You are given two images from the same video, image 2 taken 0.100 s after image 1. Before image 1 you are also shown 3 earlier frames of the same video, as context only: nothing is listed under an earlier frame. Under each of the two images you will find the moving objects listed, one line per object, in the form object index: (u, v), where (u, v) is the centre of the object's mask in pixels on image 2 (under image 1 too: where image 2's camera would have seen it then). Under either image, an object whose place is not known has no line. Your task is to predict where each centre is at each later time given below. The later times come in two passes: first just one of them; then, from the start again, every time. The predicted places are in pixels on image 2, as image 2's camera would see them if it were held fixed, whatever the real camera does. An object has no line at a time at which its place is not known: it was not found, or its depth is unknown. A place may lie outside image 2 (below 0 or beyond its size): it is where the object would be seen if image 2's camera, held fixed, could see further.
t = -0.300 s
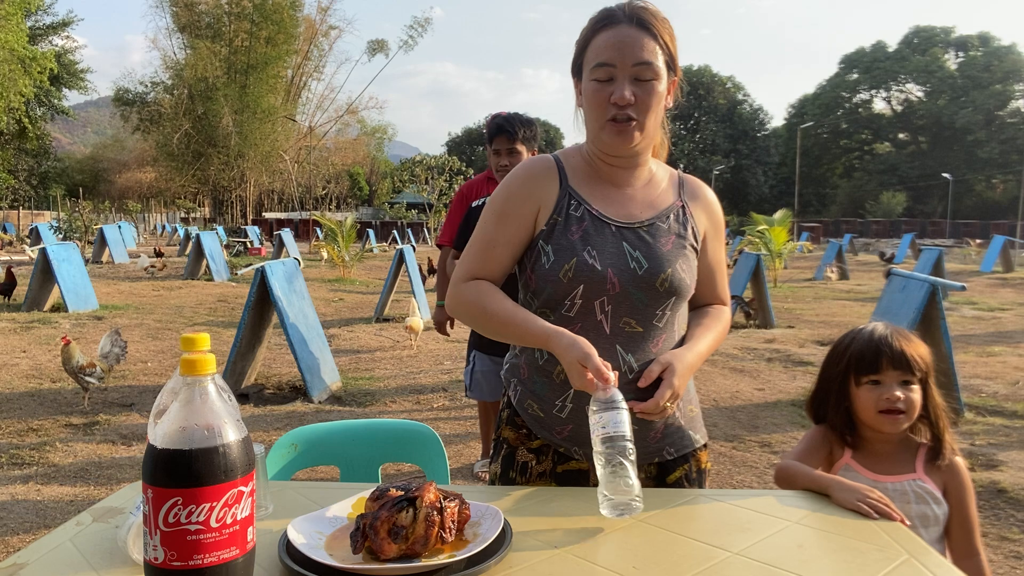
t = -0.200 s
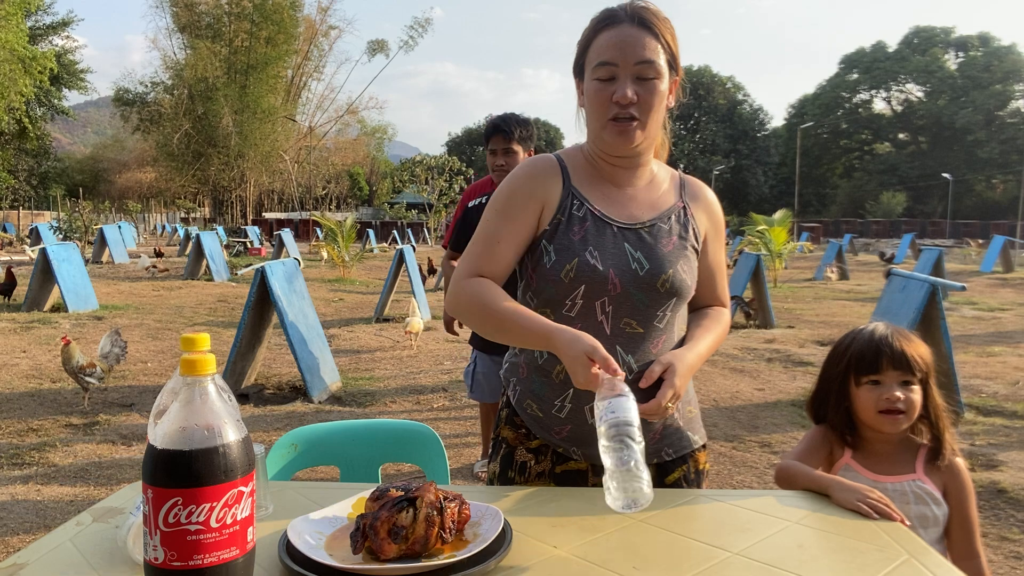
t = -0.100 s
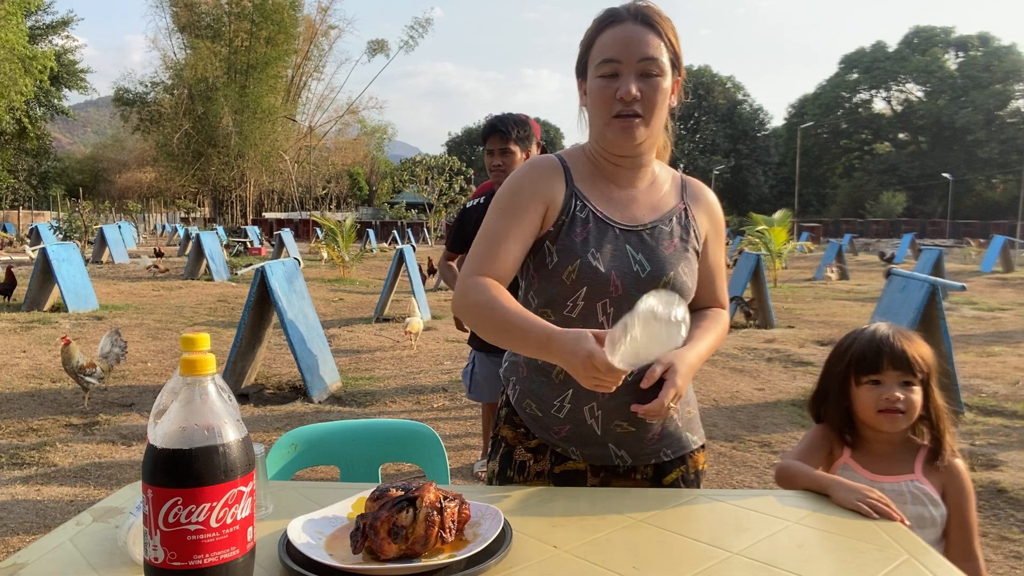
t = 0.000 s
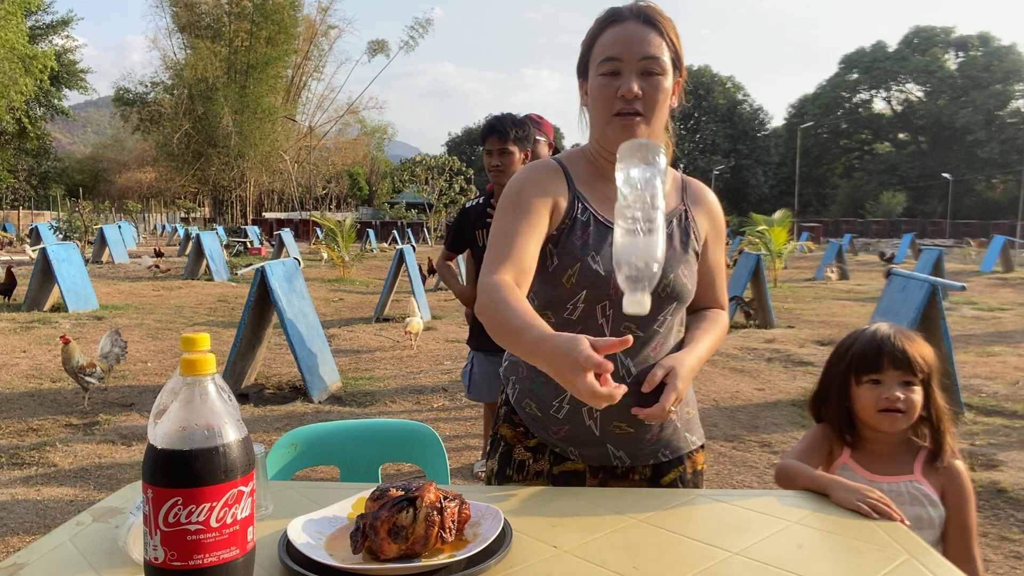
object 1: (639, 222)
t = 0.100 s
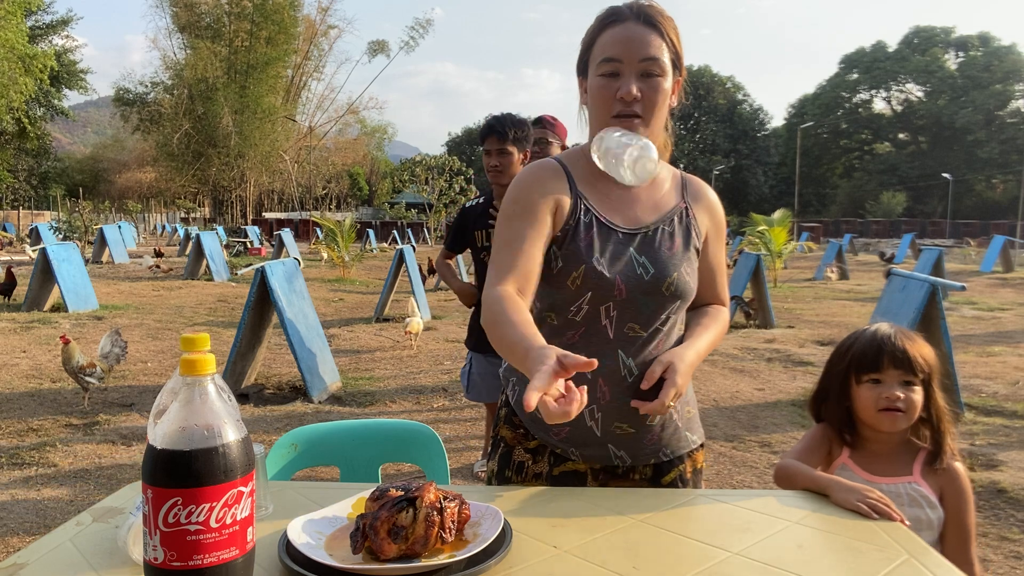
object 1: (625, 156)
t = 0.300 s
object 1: (589, 270)
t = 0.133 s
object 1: (620, 157)
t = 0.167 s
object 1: (614, 164)
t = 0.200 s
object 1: (609, 179)
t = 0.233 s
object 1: (602, 203)
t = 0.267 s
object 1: (595, 234)
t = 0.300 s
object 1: (589, 270)
